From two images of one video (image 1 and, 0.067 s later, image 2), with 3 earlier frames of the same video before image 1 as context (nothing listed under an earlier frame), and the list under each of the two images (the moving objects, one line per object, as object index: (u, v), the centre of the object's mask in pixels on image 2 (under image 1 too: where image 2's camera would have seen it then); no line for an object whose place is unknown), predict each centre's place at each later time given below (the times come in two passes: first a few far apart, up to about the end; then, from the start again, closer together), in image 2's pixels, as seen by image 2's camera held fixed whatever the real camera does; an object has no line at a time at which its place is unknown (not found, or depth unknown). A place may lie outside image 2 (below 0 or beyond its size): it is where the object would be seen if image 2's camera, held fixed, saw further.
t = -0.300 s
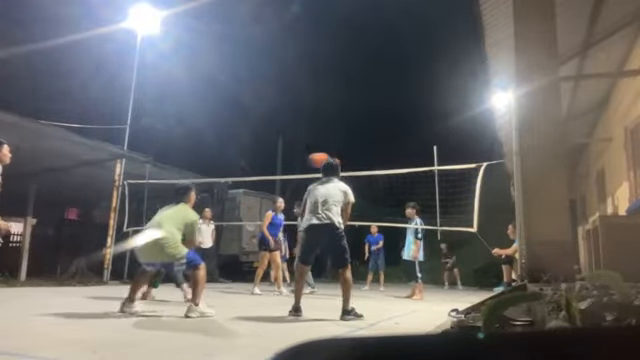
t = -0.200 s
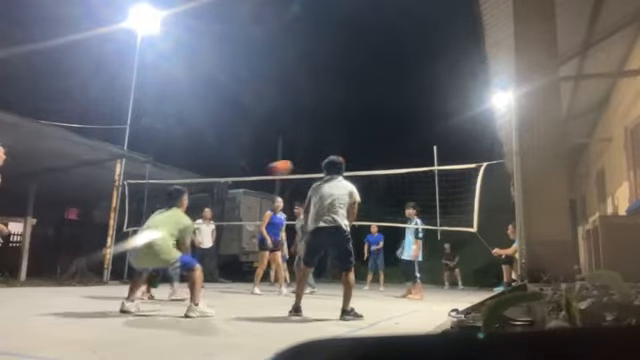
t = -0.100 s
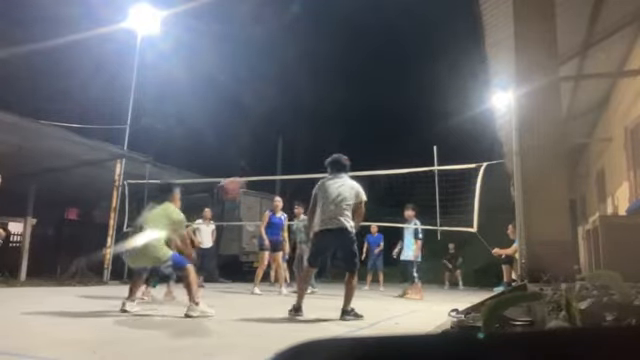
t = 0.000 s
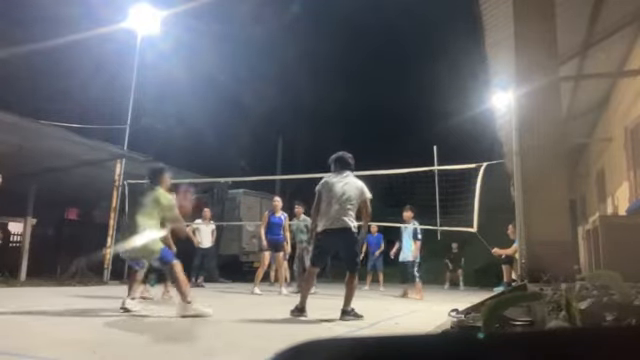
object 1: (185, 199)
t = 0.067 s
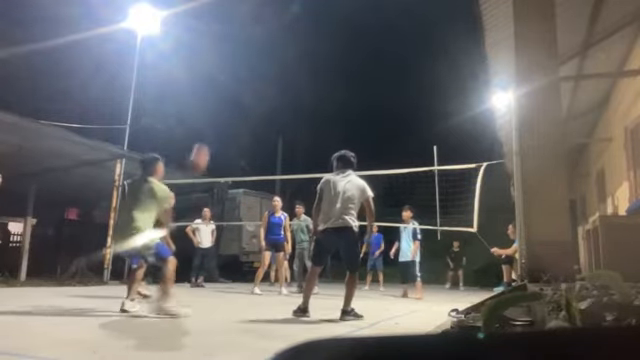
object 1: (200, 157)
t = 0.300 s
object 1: (239, 67)
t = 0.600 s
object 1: (273, 27)
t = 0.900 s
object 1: (296, 47)
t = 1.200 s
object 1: (313, 111)
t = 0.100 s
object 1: (206, 141)
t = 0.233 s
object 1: (229, 84)
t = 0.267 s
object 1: (234, 75)
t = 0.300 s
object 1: (239, 67)
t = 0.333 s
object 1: (243, 58)
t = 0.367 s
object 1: (248, 51)
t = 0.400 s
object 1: (252, 45)
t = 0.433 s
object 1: (256, 40)
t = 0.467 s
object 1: (260, 36)
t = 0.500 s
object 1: (263, 32)
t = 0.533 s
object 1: (267, 30)
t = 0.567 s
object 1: (270, 28)
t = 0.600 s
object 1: (273, 27)
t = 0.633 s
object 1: (276, 27)
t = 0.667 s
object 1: (278, 27)
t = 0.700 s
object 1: (281, 28)
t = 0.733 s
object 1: (284, 30)
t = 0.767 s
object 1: (287, 32)
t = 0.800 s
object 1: (289, 35)
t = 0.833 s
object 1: (292, 39)
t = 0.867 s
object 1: (294, 42)
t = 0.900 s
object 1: (296, 47)
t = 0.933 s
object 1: (298, 52)
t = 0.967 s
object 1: (300, 58)
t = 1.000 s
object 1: (302, 64)
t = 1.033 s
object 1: (304, 71)
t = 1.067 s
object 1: (306, 77)
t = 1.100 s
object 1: (308, 85)
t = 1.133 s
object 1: (310, 93)
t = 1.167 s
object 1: (311, 102)
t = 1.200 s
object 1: (313, 111)
